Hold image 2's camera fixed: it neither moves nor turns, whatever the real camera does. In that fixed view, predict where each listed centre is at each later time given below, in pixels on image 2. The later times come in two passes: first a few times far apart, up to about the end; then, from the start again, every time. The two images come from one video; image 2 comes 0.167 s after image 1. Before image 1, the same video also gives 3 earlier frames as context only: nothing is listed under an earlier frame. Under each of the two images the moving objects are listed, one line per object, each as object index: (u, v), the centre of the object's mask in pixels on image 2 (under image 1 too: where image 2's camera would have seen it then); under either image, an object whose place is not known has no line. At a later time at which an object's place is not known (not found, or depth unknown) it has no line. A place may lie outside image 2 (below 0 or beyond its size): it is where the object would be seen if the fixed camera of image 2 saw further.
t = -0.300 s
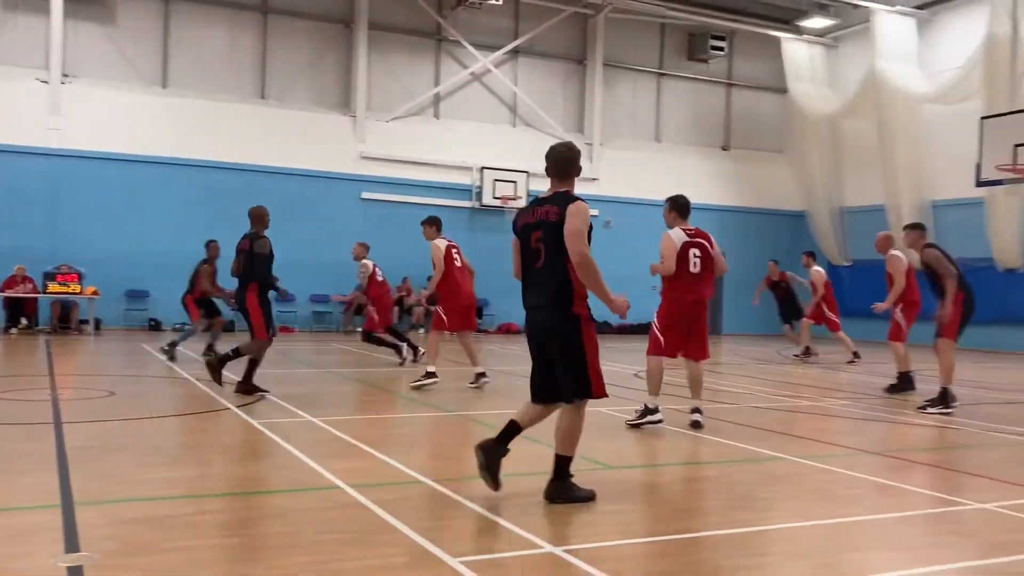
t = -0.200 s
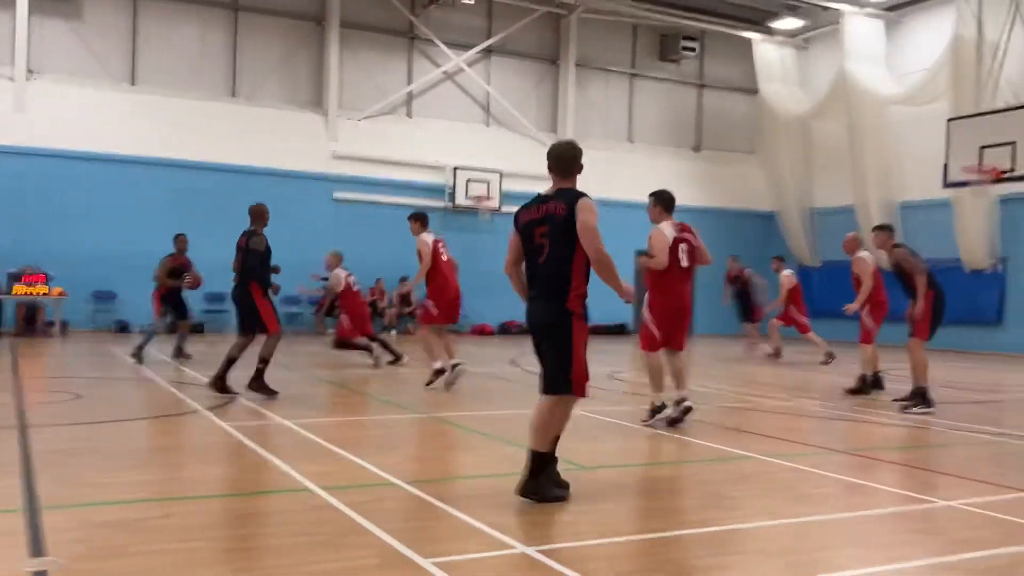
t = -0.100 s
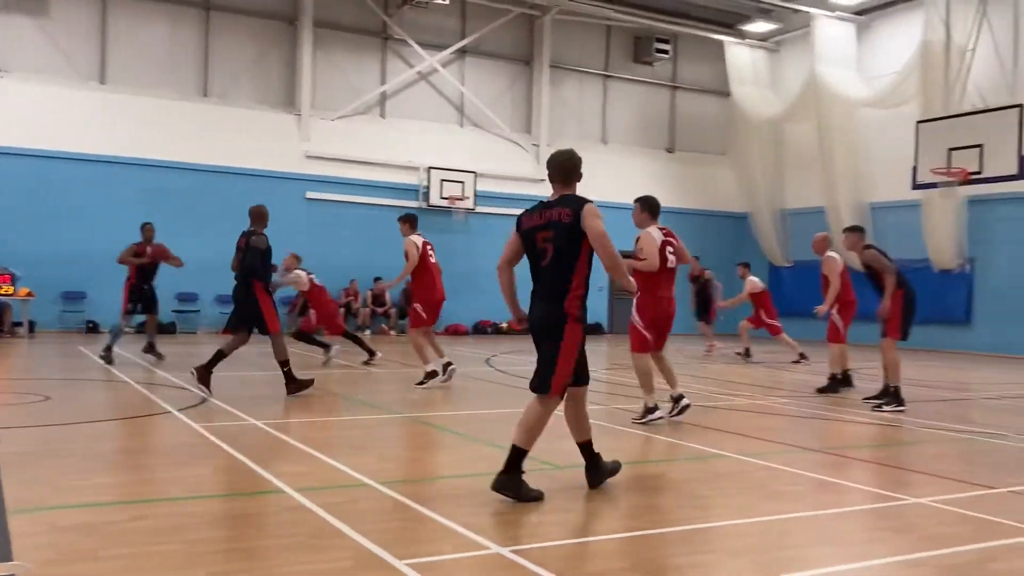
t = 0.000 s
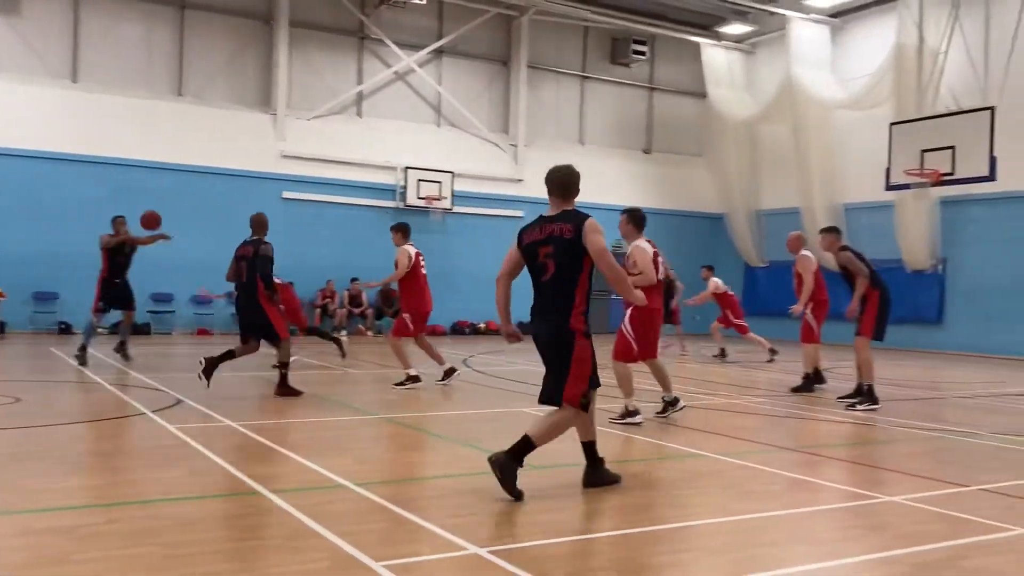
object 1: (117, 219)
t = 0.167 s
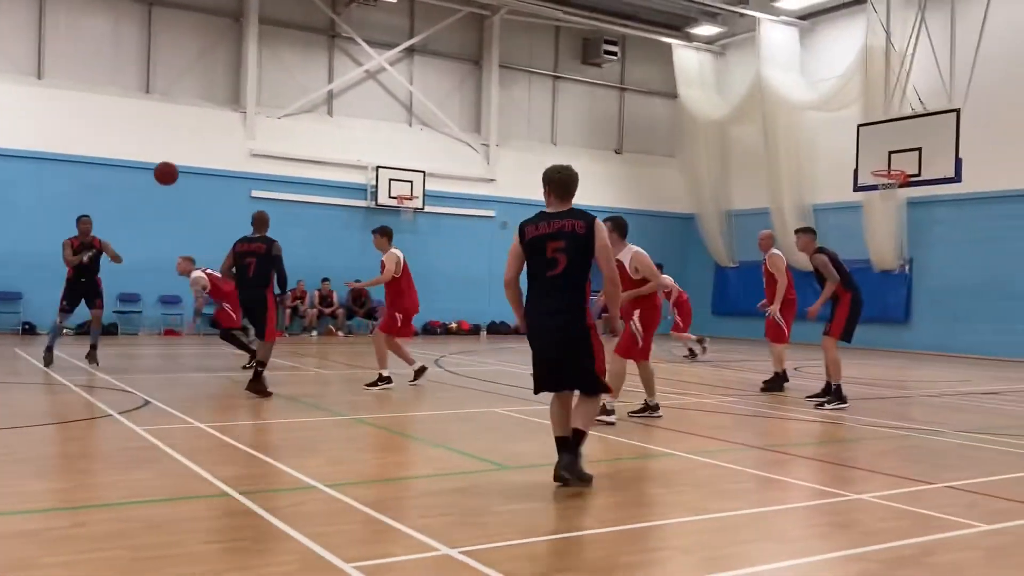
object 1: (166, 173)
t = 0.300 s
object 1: (215, 149)
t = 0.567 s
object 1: (354, 156)
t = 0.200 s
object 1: (177, 166)
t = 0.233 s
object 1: (189, 159)
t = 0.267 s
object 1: (201, 154)
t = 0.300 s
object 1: (215, 149)
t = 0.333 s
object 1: (229, 145)
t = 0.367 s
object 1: (243, 142)
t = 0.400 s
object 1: (259, 141)
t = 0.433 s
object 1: (275, 141)
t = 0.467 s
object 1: (293, 142)
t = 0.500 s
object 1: (312, 144)
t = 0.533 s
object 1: (332, 150)
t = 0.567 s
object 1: (354, 156)
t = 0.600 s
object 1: (377, 165)
